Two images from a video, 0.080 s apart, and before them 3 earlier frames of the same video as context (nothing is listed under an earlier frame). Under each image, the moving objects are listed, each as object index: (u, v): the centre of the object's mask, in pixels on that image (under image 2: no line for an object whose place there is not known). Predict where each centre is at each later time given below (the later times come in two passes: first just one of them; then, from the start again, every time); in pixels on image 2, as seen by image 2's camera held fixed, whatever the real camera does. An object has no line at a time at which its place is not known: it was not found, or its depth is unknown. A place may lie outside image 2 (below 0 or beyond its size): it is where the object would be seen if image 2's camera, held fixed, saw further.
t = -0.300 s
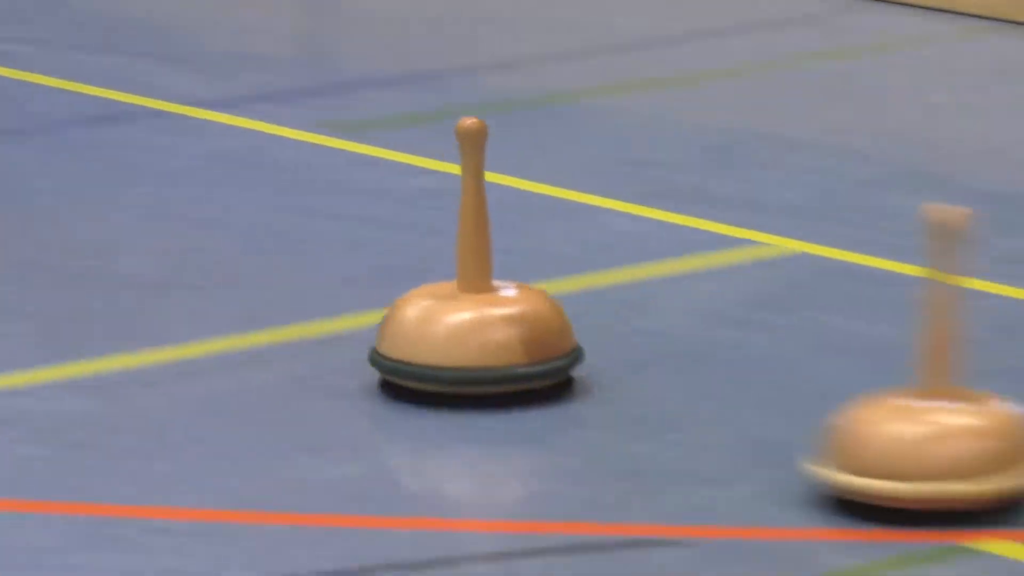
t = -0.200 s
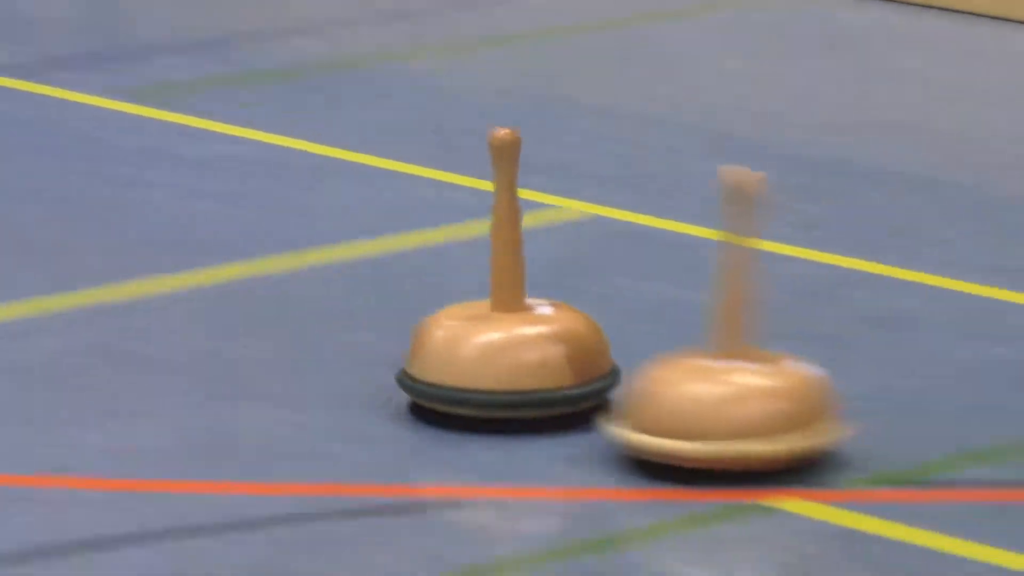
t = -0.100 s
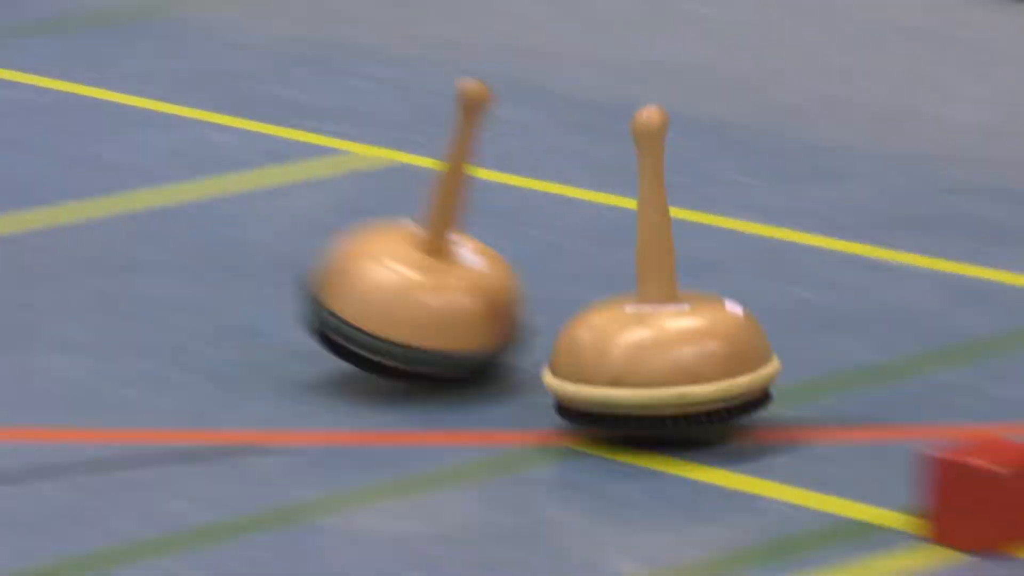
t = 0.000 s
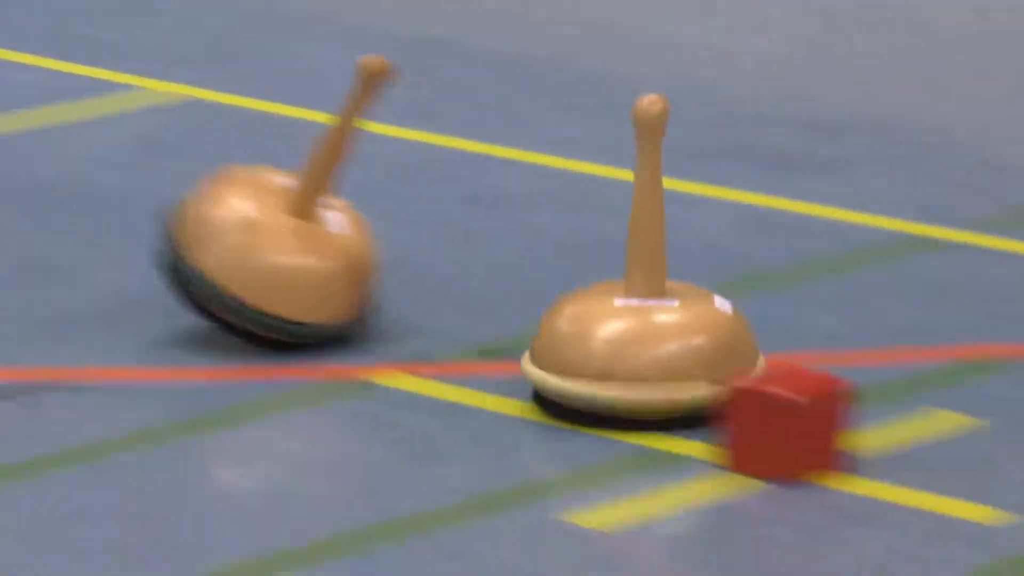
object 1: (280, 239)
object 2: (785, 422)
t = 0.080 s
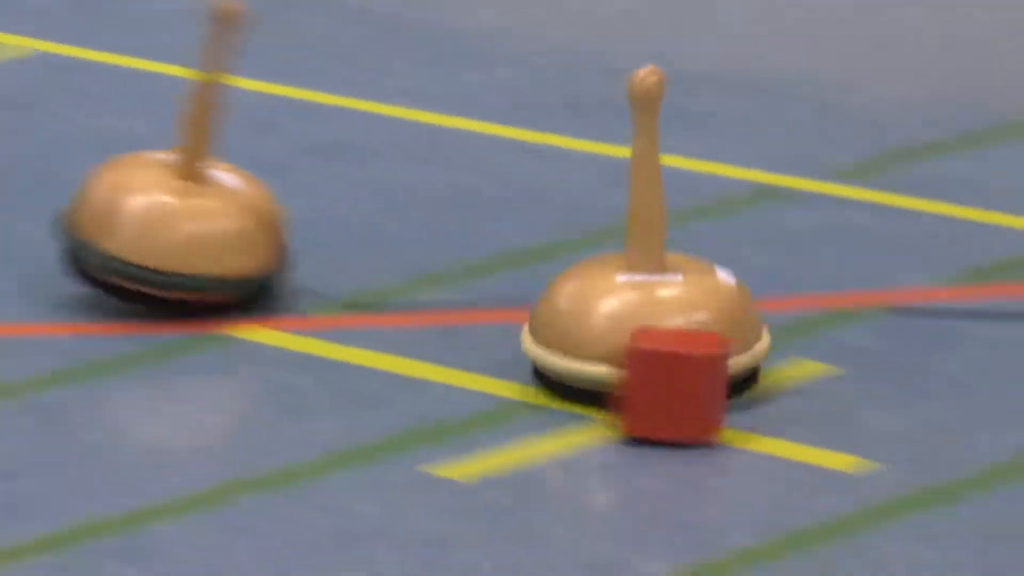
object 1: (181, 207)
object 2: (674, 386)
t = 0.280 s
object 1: (290, 248)
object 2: (833, 479)
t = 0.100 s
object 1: (190, 216)
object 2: (689, 396)
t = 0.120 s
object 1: (199, 227)
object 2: (705, 407)
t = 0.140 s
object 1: (206, 233)
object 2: (722, 417)
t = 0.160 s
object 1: (219, 234)
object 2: (739, 427)
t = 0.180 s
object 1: (230, 236)
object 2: (751, 435)
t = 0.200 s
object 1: (243, 239)
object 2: (768, 440)
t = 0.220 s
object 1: (255, 242)
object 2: (783, 447)
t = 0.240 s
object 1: (266, 245)
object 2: (799, 455)
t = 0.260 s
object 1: (278, 246)
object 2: (816, 466)
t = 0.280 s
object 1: (290, 248)
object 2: (833, 479)
